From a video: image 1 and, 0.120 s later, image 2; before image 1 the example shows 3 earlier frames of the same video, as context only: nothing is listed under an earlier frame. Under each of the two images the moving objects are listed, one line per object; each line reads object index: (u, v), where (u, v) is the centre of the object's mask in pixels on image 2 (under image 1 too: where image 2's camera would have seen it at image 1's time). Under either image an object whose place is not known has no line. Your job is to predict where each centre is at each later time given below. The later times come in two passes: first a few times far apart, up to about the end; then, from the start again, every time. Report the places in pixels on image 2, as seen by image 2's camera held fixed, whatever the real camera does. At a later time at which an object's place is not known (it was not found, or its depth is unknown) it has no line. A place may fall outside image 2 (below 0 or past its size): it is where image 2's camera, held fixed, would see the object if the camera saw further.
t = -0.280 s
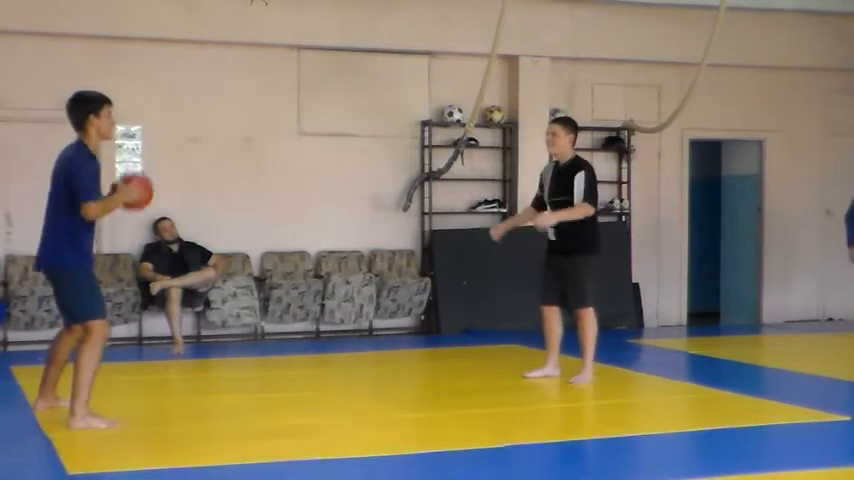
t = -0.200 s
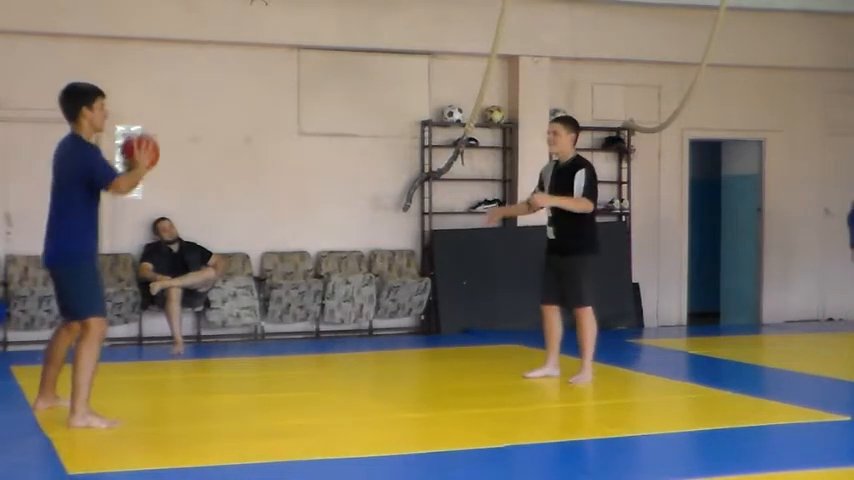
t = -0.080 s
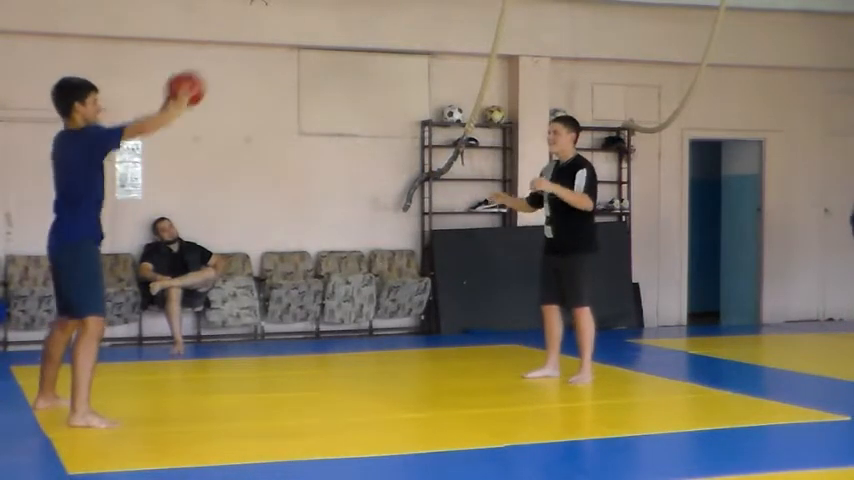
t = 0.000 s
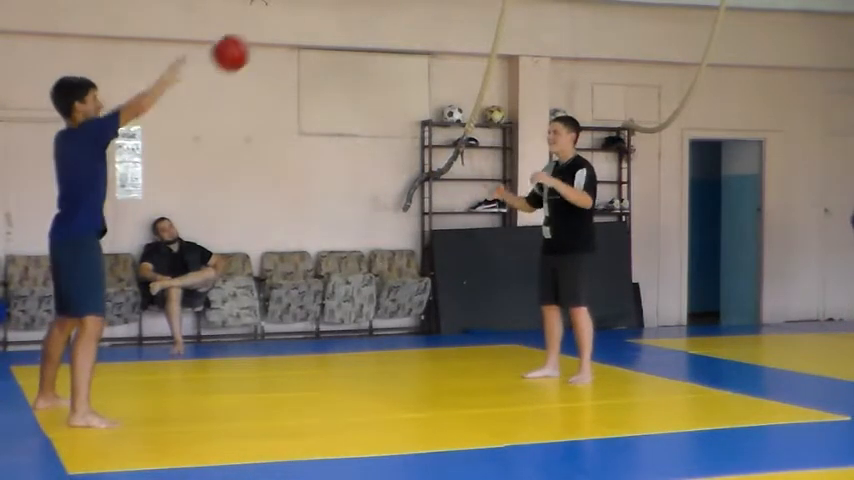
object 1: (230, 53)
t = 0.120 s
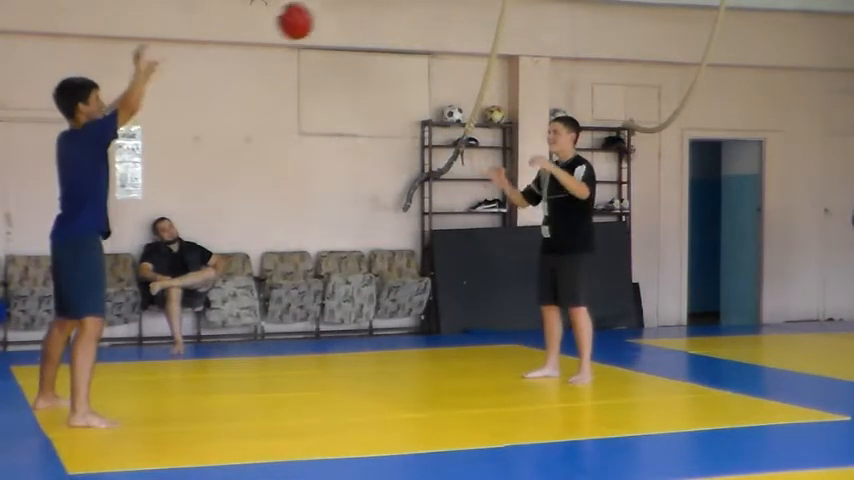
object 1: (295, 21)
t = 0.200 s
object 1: (337, 15)
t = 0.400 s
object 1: (436, 44)
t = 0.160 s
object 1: (316, 16)
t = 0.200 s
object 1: (337, 15)
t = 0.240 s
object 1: (357, 16)
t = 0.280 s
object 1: (377, 18)
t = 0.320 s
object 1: (396, 25)
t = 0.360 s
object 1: (416, 33)
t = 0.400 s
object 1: (436, 44)
